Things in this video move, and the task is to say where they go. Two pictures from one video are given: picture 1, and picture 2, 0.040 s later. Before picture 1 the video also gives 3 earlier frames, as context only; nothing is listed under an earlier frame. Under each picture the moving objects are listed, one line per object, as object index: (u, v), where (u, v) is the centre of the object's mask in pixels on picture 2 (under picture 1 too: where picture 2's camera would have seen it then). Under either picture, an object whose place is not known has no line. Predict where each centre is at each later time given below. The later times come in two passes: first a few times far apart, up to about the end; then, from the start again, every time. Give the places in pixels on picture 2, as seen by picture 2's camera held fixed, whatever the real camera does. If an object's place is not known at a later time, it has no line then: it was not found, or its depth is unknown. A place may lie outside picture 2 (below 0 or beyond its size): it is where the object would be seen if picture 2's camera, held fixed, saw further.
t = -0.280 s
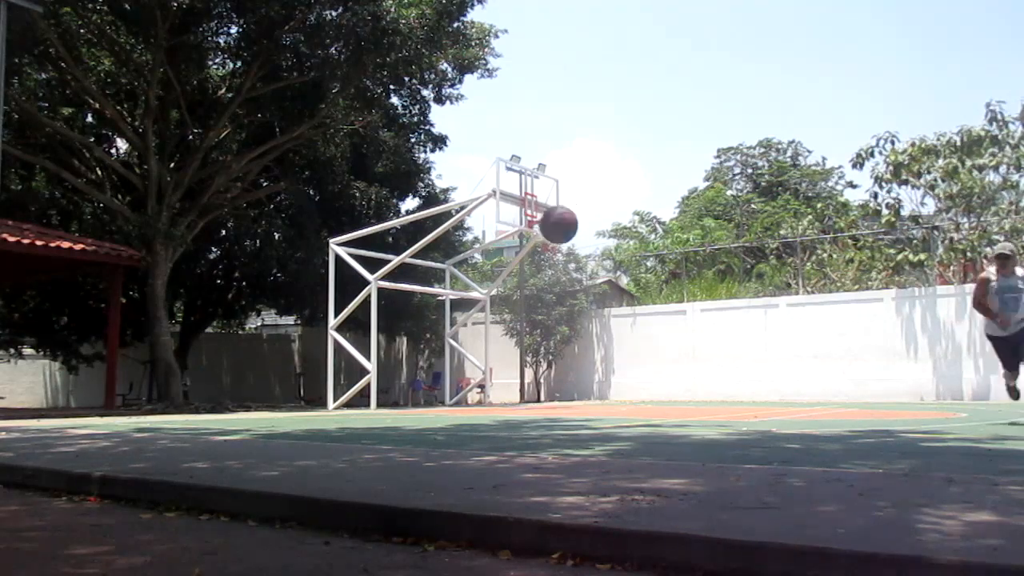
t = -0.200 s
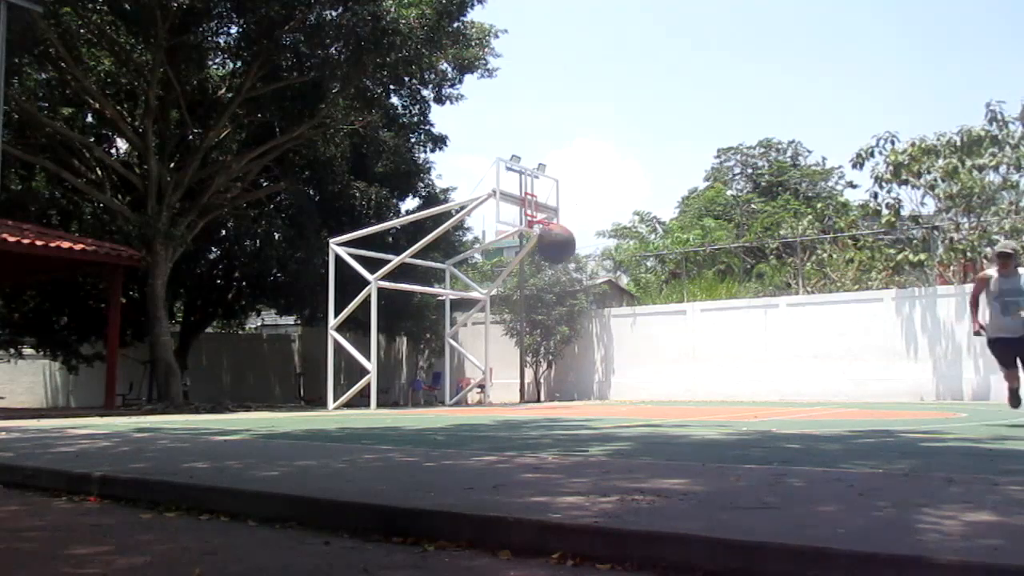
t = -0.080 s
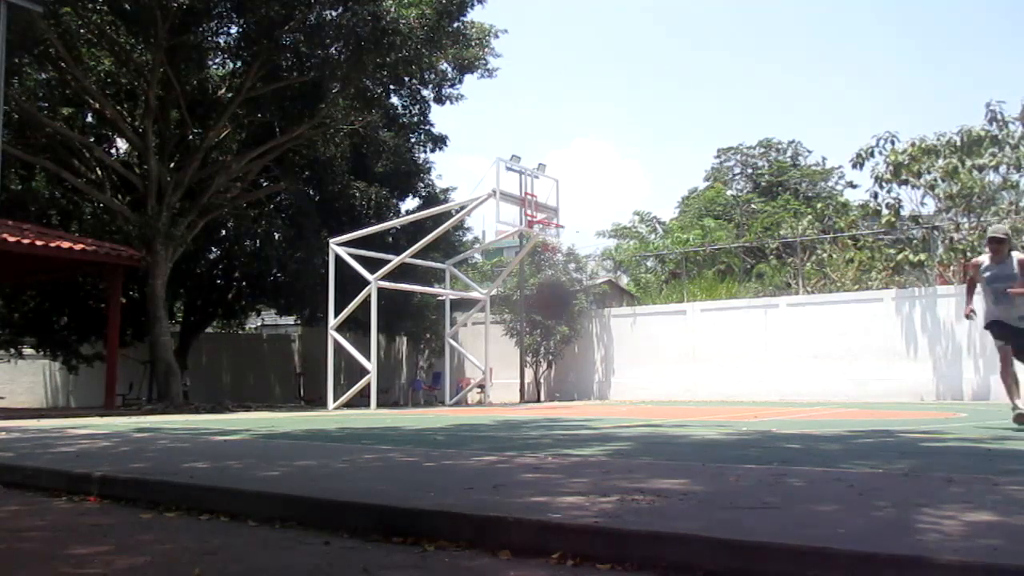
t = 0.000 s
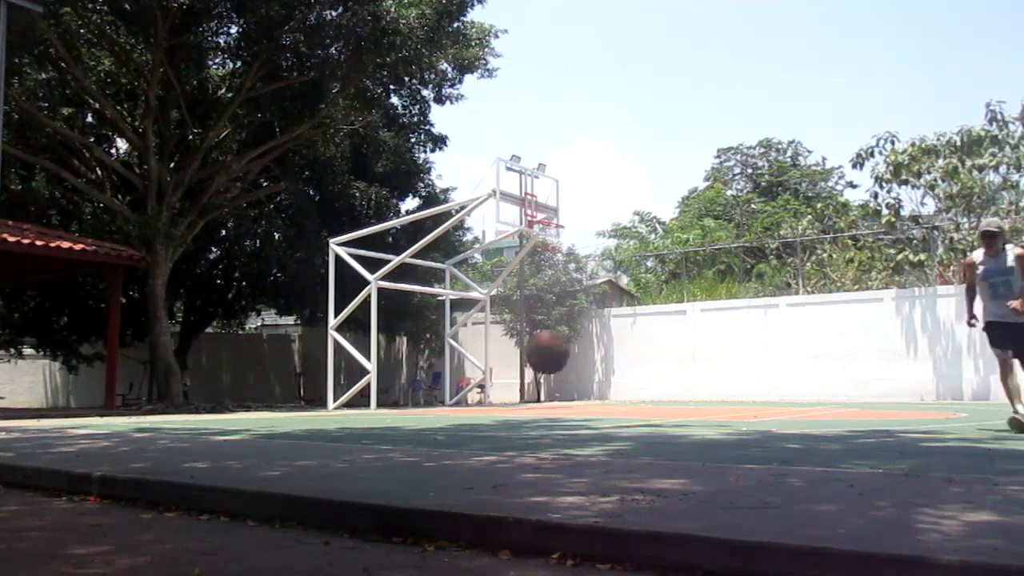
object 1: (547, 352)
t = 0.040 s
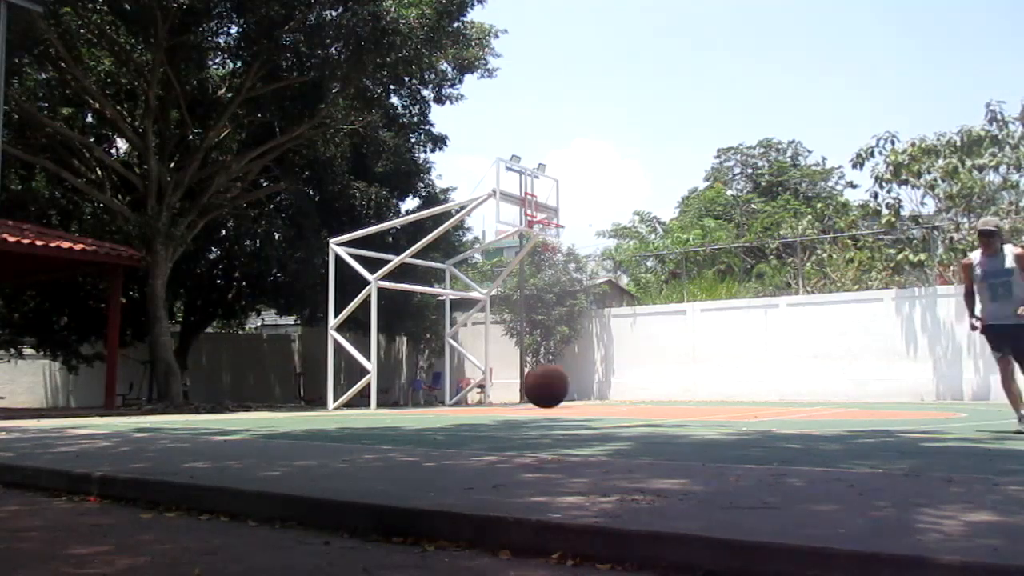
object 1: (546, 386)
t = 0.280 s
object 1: (537, 314)
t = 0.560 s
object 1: (520, 210)
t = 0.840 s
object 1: (499, 294)
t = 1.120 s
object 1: (469, 406)
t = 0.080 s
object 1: (544, 423)
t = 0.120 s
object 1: (542, 428)
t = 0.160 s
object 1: (541, 396)
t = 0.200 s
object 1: (539, 366)
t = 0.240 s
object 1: (537, 338)
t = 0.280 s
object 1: (537, 314)
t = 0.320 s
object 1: (535, 292)
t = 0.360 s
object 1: (532, 269)
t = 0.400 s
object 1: (529, 252)
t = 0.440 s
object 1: (527, 236)
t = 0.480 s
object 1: (525, 224)
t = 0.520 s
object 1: (523, 215)
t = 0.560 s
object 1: (520, 210)
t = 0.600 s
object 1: (518, 208)
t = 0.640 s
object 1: (515, 211)
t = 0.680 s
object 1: (512, 217)
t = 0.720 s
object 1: (509, 228)
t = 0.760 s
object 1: (506, 244)
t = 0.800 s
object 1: (503, 266)
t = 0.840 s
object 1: (499, 294)
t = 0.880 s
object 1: (495, 328)
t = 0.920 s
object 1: (492, 370)
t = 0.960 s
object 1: (487, 421)
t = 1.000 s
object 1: (482, 482)
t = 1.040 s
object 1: (479, 508)
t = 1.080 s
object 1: (473, 455)
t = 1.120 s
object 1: (469, 406)
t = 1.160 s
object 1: (464, 360)
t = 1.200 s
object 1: (460, 317)
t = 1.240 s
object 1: (454, 279)
